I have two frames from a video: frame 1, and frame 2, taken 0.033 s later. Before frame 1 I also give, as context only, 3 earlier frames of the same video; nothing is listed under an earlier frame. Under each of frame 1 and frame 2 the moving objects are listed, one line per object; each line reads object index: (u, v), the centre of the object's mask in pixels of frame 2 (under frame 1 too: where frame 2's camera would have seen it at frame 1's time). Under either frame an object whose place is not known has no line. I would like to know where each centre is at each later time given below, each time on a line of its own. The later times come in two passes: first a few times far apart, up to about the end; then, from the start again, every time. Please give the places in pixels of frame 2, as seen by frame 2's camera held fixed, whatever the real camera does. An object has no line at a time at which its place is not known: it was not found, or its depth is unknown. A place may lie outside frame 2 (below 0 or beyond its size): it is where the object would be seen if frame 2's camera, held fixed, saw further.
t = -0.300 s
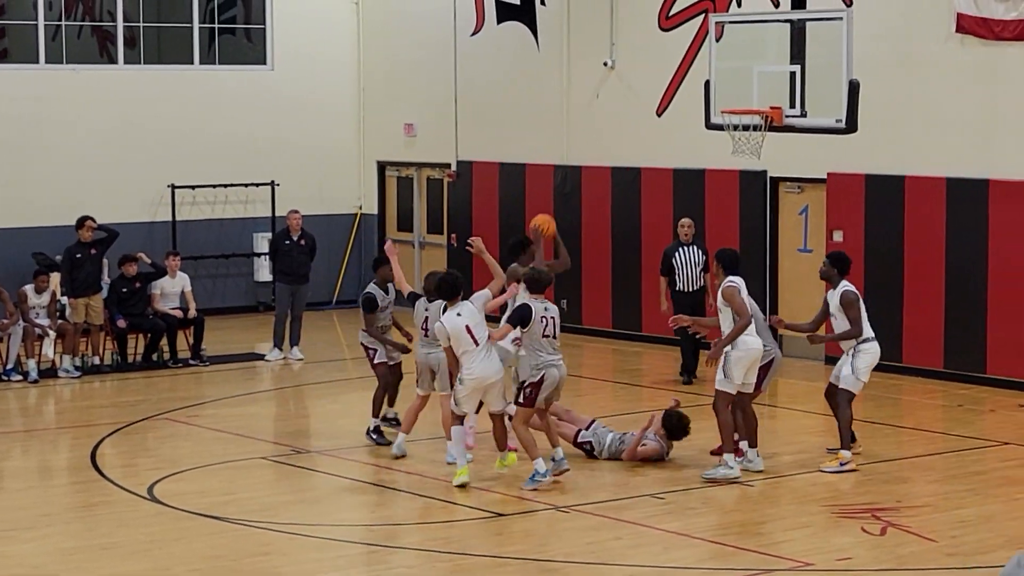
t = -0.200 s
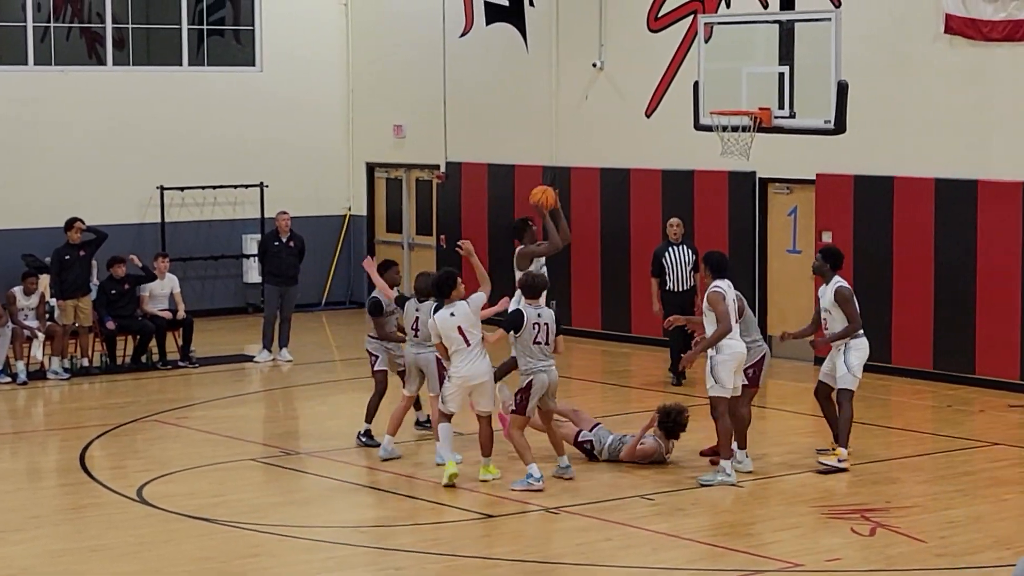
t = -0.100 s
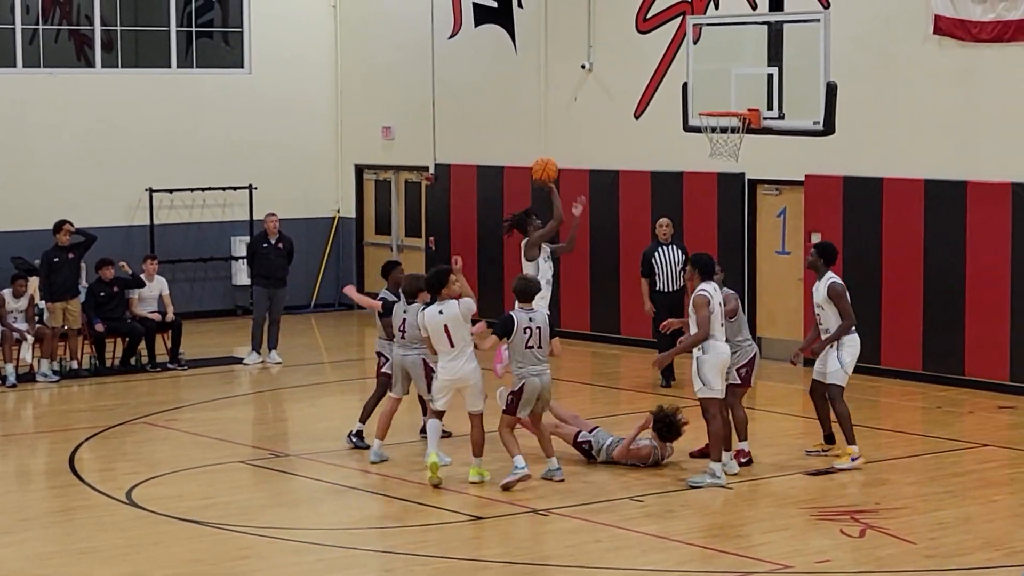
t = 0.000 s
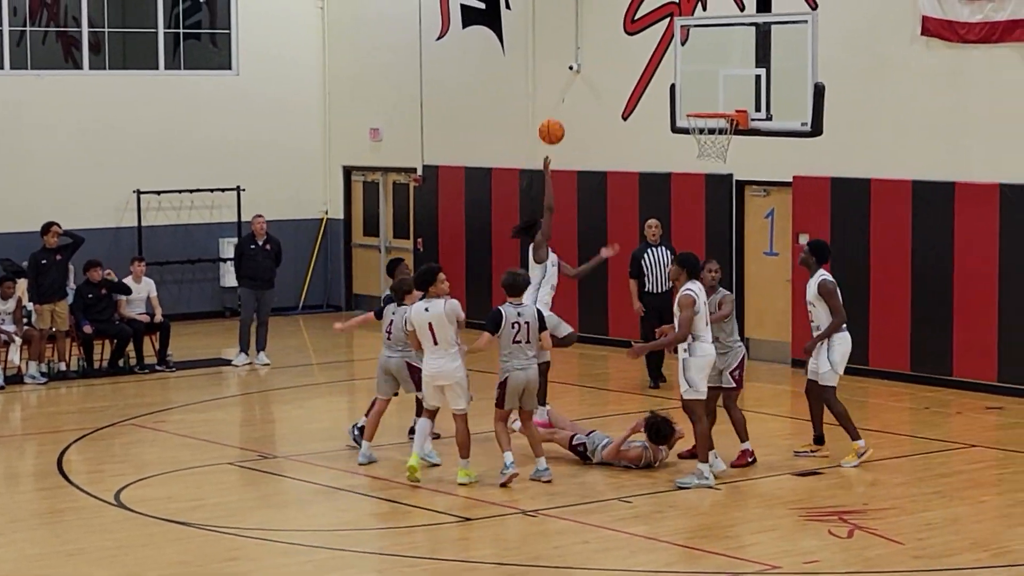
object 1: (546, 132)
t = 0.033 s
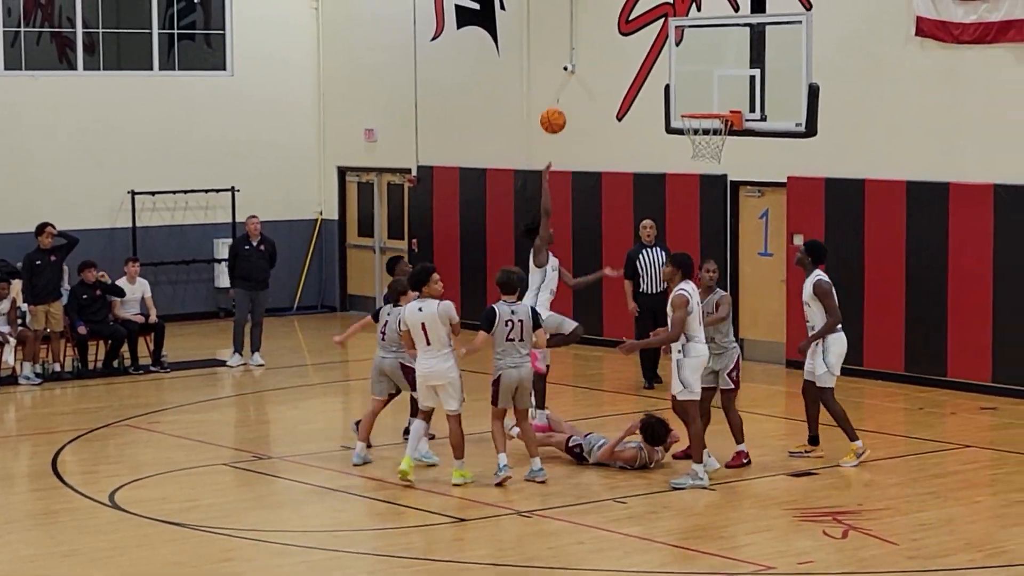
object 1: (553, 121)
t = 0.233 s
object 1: (594, 77)
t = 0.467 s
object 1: (642, 80)
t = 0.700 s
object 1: (646, 117)
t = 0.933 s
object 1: (584, 175)
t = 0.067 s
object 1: (560, 110)
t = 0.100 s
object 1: (567, 101)
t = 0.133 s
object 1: (574, 93)
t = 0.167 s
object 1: (581, 87)
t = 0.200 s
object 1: (588, 81)
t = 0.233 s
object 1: (594, 77)
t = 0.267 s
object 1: (602, 74)
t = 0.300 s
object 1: (608, 72)
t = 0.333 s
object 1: (615, 71)
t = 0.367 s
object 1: (622, 72)
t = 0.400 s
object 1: (629, 73)
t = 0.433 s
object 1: (635, 76)
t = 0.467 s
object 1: (642, 80)
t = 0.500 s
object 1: (648, 85)
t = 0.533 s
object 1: (656, 92)
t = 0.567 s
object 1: (662, 99)
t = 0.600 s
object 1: (669, 108)
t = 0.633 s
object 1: (664, 111)
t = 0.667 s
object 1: (655, 114)
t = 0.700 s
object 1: (646, 117)
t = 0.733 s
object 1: (637, 122)
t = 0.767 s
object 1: (628, 128)
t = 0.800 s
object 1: (619, 135)
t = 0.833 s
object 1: (611, 143)
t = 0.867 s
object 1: (602, 152)
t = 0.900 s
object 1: (593, 163)
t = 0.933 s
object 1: (584, 175)
